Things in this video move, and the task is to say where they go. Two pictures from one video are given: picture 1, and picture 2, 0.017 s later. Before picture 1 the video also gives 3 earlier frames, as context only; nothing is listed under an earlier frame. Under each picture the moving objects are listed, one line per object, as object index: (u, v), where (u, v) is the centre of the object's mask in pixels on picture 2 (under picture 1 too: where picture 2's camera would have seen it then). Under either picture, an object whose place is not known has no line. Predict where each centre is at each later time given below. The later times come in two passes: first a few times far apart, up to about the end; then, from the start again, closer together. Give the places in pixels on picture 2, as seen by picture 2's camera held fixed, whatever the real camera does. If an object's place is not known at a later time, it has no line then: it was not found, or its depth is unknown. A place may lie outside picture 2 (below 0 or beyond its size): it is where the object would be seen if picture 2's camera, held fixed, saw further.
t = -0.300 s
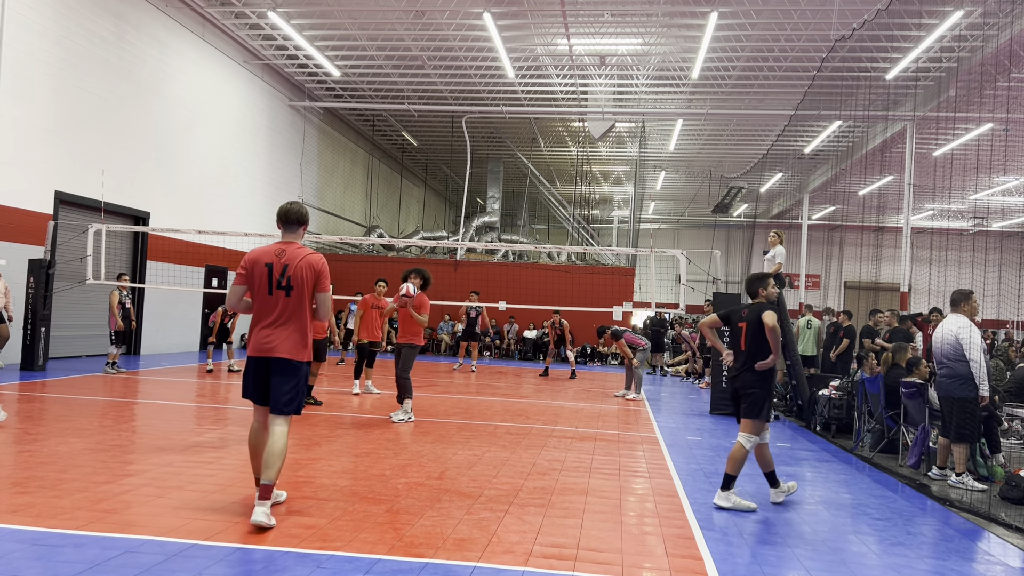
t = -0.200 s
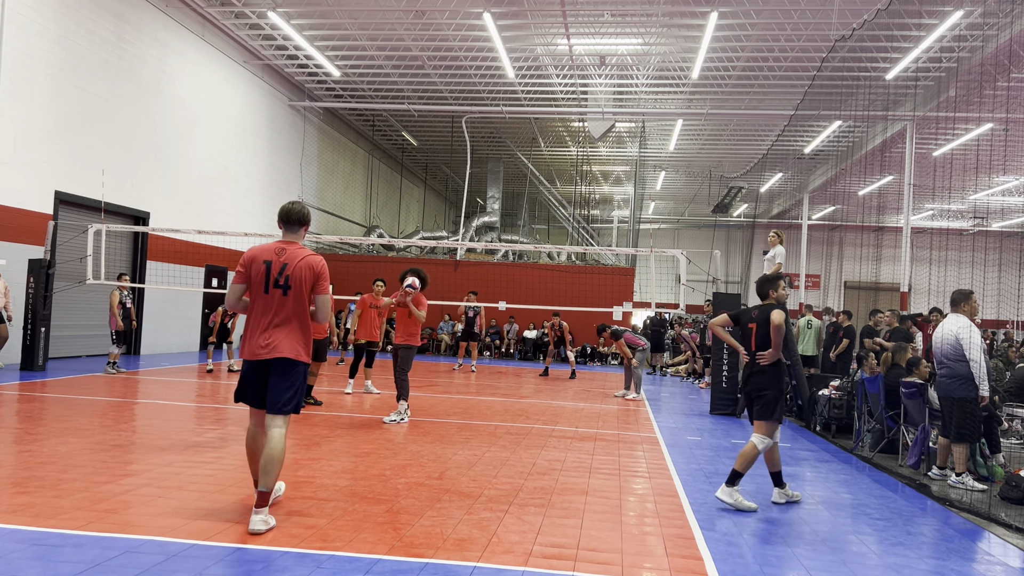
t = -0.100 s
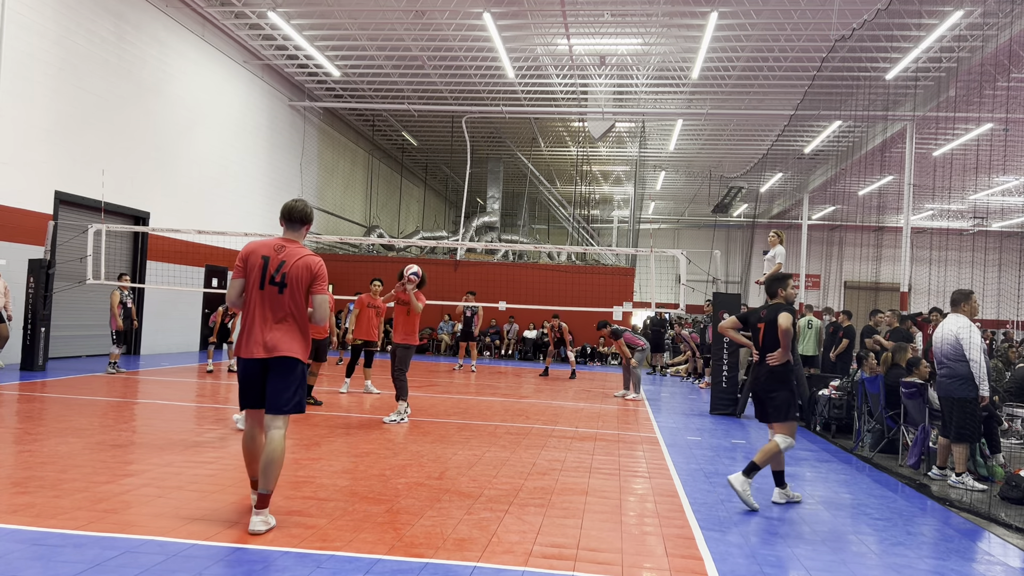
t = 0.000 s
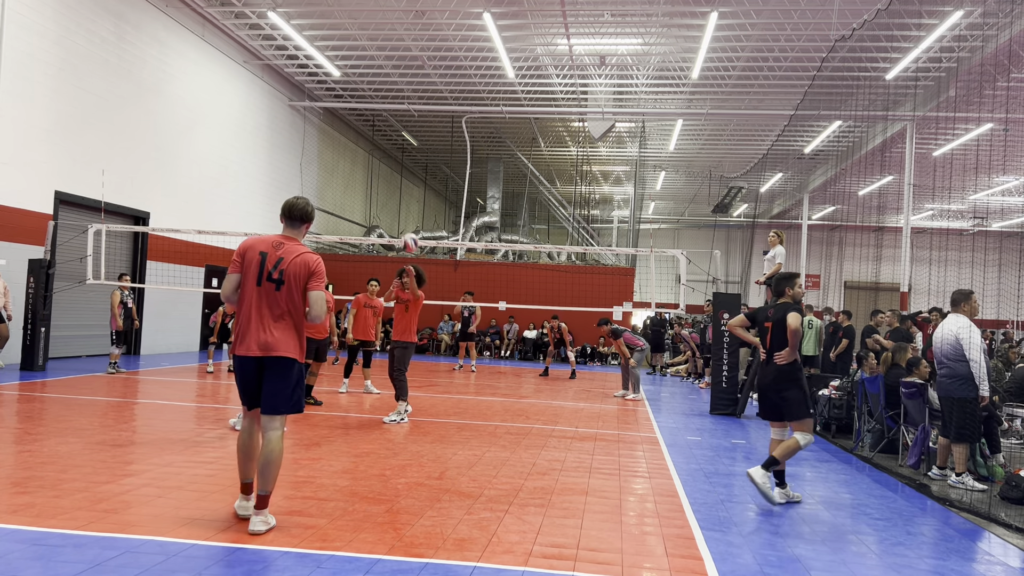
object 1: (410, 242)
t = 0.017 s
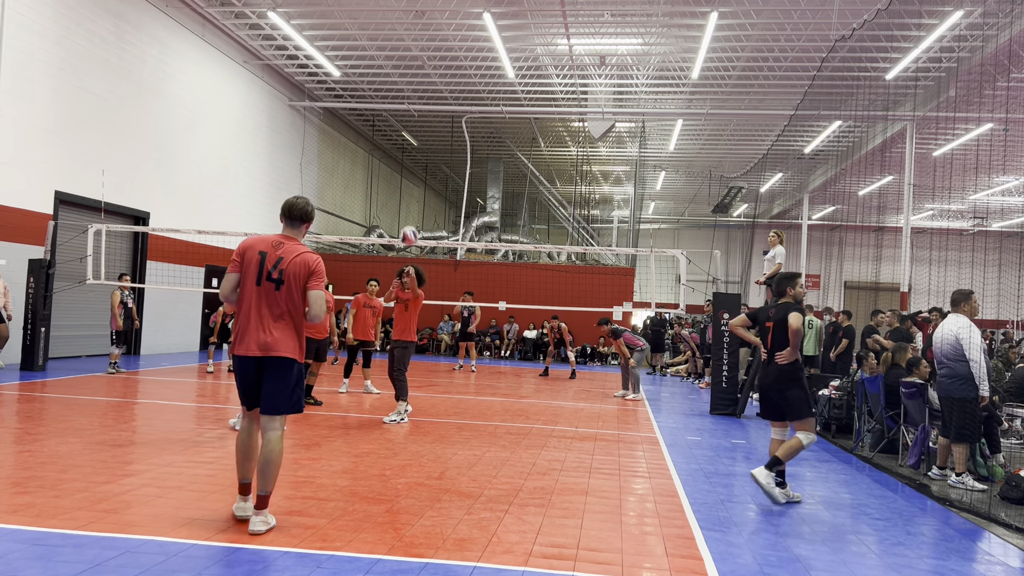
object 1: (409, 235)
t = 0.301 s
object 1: (390, 146)
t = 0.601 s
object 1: (355, 122)
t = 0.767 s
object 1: (326, 157)
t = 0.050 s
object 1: (407, 223)
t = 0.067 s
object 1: (407, 216)
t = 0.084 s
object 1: (406, 210)
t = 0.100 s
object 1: (405, 204)
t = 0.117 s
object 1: (404, 198)
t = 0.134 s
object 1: (403, 193)
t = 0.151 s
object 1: (402, 187)
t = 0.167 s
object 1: (401, 182)
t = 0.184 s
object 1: (400, 177)
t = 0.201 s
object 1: (398, 172)
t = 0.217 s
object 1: (397, 167)
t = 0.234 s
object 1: (396, 162)
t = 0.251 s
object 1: (394, 158)
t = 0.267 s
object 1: (393, 154)
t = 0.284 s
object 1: (392, 150)
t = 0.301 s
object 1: (390, 146)
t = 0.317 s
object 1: (389, 142)
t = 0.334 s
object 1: (387, 139)
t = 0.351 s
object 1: (385, 136)
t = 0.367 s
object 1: (384, 133)
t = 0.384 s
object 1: (382, 130)
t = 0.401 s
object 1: (380, 128)
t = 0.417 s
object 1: (378, 126)
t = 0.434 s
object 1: (376, 124)
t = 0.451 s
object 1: (374, 123)
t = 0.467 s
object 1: (373, 122)
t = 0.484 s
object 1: (371, 120)
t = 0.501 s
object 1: (369, 120)
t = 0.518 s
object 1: (367, 119)
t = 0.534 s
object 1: (364, 119)
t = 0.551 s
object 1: (362, 119)
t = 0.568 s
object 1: (360, 120)
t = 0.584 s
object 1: (358, 121)
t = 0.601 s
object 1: (355, 122)
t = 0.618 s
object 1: (353, 123)
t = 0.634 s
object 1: (350, 126)
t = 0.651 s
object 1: (347, 128)
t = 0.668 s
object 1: (345, 131)
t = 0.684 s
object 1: (342, 134)
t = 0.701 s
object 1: (339, 137)
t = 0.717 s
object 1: (336, 142)
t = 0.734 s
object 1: (333, 146)
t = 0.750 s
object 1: (330, 151)
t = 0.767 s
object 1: (326, 157)
